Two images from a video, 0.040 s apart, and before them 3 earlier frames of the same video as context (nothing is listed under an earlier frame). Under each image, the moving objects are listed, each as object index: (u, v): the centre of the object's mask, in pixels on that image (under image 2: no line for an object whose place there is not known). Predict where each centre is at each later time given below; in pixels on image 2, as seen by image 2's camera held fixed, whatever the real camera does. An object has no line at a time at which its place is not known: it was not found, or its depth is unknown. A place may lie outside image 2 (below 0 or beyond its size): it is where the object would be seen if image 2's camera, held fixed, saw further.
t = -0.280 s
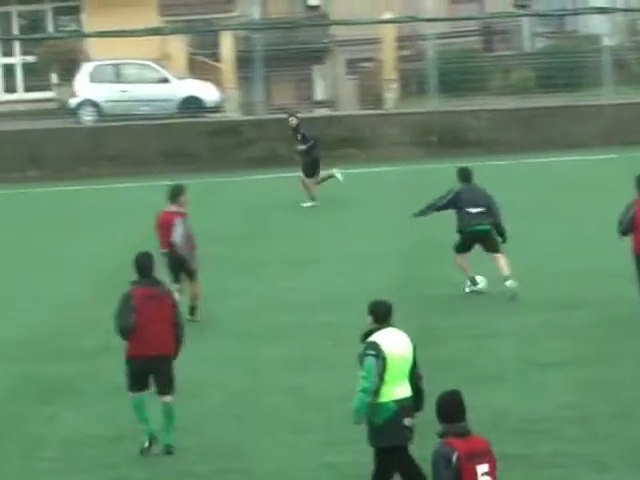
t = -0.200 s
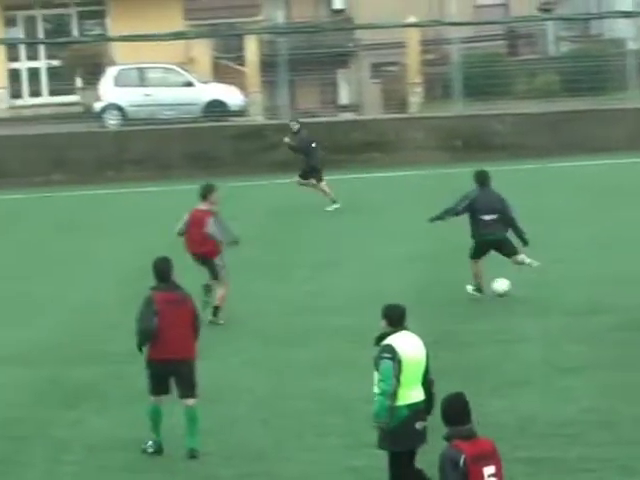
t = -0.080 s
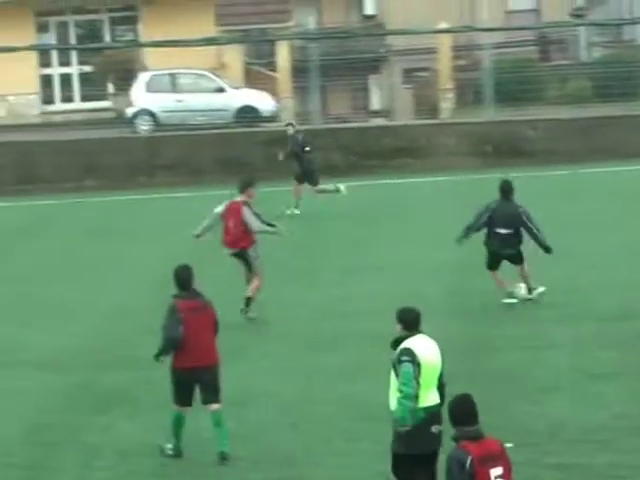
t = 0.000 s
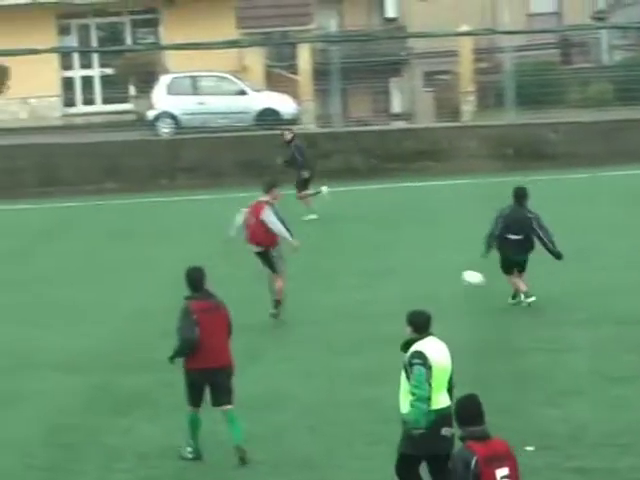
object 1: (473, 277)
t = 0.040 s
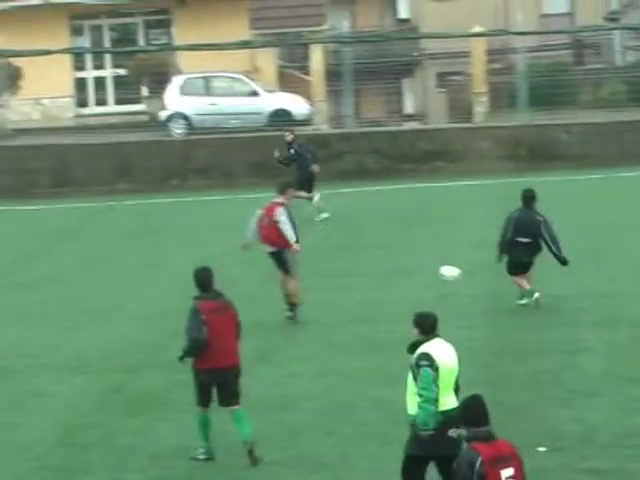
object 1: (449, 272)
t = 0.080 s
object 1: (416, 268)
